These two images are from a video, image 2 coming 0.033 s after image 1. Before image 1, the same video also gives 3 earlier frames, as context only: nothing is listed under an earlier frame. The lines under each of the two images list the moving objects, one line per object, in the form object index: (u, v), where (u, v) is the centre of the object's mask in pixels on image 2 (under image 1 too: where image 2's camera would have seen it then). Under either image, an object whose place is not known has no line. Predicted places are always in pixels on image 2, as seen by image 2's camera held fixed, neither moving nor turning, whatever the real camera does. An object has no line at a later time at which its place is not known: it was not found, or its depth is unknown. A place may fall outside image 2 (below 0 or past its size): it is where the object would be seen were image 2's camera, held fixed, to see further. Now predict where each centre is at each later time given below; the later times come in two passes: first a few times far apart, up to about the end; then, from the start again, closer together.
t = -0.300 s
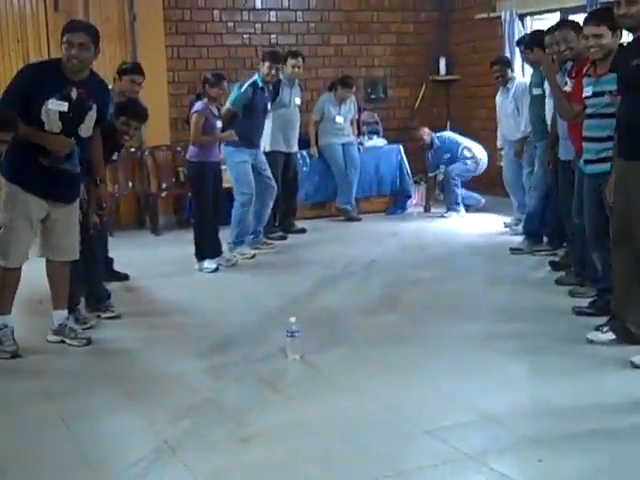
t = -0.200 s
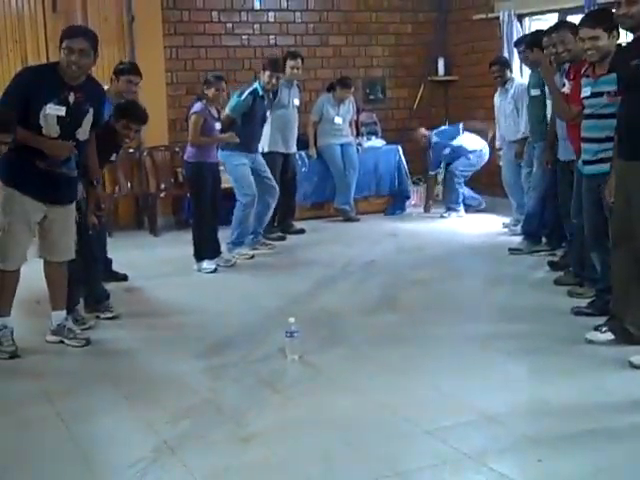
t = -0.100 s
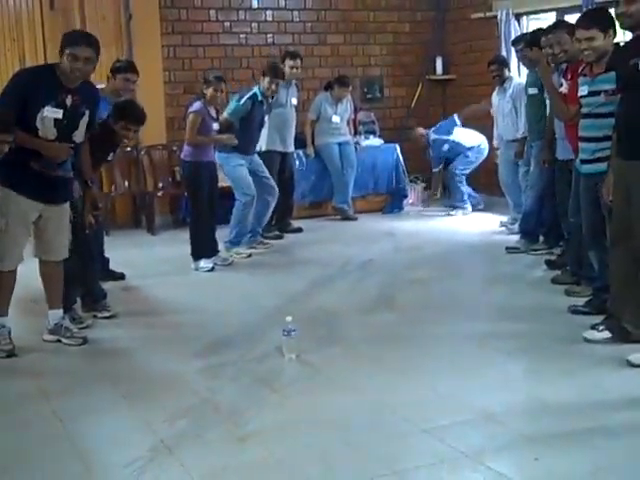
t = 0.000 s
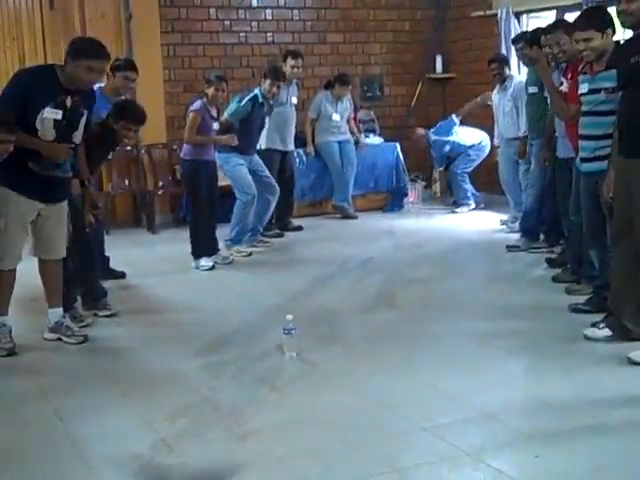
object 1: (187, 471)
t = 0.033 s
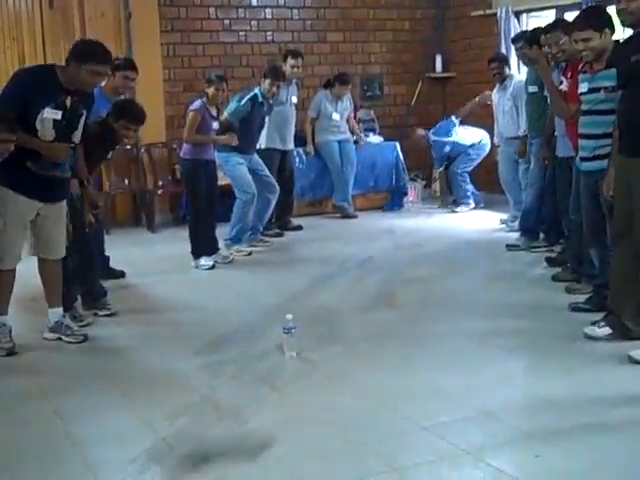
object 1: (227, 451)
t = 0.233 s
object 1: (340, 350)
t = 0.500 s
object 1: (393, 298)
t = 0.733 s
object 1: (413, 281)
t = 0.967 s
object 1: (415, 279)
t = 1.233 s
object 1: (416, 278)
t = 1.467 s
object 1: (416, 278)
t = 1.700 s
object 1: (416, 278)
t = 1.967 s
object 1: (416, 278)
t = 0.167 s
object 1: (318, 375)
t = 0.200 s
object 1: (328, 362)
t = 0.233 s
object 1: (340, 350)
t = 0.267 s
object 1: (348, 340)
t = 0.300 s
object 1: (357, 332)
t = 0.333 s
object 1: (366, 325)
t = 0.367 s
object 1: (372, 318)
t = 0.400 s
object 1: (379, 311)
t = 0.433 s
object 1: (384, 305)
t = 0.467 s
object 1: (389, 301)
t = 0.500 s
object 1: (393, 298)
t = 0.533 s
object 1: (397, 294)
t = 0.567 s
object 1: (401, 291)
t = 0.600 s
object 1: (404, 288)
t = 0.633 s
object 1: (407, 286)
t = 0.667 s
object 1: (409, 284)
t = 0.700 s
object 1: (411, 282)
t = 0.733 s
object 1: (413, 281)
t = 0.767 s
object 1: (414, 279)
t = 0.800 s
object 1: (415, 279)
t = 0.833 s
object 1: (416, 279)
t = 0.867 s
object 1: (416, 279)
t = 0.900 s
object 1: (416, 279)
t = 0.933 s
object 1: (416, 279)
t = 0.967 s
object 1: (415, 279)
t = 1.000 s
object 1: (415, 278)
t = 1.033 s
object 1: (416, 278)
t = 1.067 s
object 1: (416, 278)
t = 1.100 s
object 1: (416, 279)
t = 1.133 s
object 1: (416, 279)
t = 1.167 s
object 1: (416, 278)
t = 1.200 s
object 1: (416, 278)
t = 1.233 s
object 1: (416, 278)
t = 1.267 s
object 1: (416, 278)
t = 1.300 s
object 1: (416, 278)
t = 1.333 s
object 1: (416, 278)
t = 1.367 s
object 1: (416, 278)
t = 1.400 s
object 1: (416, 278)
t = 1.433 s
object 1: (416, 278)
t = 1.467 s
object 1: (416, 278)
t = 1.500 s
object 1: (416, 278)
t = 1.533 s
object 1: (416, 278)
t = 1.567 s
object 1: (416, 278)
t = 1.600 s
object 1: (416, 278)
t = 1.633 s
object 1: (416, 278)
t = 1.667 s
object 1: (416, 278)
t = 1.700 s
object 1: (416, 278)
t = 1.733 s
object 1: (416, 278)
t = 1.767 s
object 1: (416, 278)
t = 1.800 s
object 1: (416, 278)
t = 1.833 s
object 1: (416, 278)
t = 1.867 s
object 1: (416, 278)
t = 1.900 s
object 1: (416, 278)
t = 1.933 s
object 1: (416, 279)
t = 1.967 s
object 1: (416, 278)
